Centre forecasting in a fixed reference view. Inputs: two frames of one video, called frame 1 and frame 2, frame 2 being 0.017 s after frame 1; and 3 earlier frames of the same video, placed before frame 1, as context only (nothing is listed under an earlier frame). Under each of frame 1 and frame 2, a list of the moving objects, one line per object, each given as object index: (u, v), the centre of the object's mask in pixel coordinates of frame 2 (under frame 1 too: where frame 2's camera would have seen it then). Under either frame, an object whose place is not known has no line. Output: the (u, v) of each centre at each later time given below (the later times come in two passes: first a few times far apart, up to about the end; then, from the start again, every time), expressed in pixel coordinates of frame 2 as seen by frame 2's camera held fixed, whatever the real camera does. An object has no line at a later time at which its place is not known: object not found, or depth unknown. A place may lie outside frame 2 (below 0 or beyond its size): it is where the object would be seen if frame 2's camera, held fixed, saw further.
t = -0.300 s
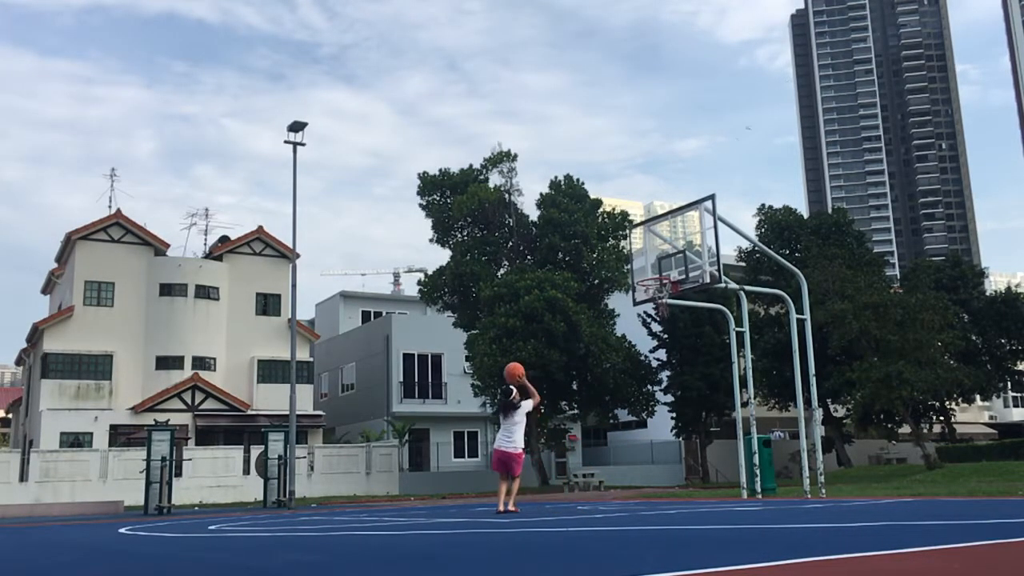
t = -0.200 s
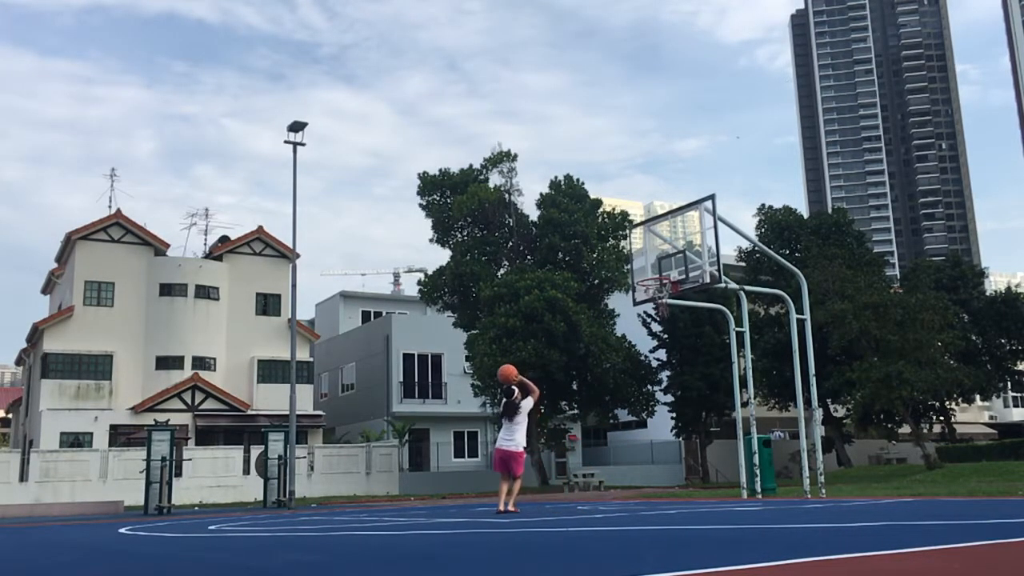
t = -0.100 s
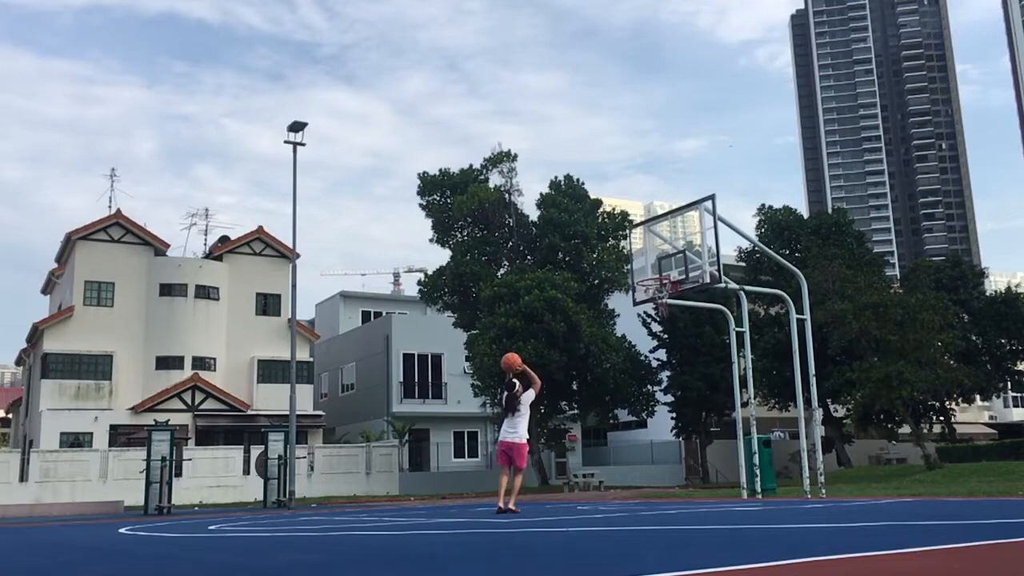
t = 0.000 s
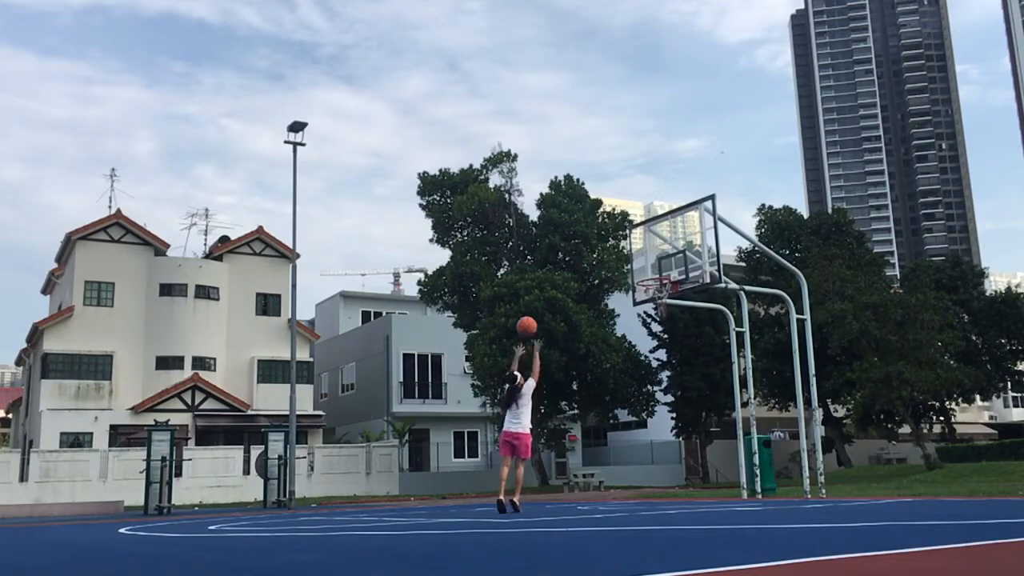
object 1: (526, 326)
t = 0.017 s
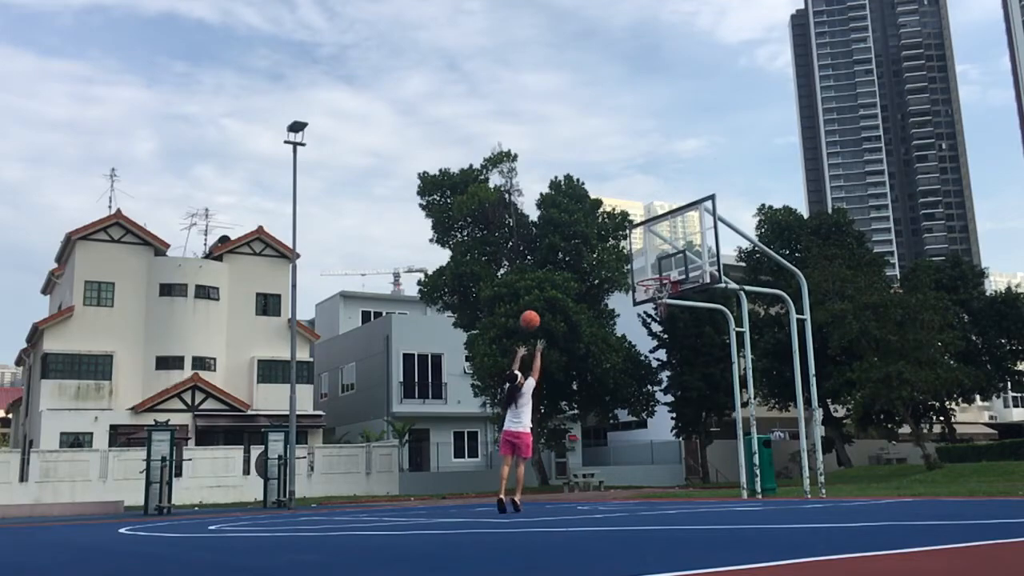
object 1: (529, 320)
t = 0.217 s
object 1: (565, 270)
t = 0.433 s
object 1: (601, 254)
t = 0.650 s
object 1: (634, 271)
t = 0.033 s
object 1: (533, 314)
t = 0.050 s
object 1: (536, 309)
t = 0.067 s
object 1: (539, 304)
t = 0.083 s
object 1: (542, 299)
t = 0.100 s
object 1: (545, 294)
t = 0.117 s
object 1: (548, 290)
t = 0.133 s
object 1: (551, 286)
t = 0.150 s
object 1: (553, 282)
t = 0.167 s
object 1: (557, 279)
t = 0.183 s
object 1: (559, 276)
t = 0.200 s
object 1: (562, 273)
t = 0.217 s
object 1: (565, 270)
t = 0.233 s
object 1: (568, 268)
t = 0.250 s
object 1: (571, 265)
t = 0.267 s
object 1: (573, 264)
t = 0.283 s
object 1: (576, 261)
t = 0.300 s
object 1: (579, 260)
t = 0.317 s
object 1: (581, 259)
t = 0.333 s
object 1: (584, 257)
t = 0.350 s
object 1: (588, 256)
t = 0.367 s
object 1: (590, 255)
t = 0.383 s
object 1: (592, 255)
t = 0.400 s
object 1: (595, 255)
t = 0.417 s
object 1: (598, 254)
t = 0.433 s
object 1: (601, 254)
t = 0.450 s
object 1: (604, 255)
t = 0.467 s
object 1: (606, 254)
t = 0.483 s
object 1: (609, 255)
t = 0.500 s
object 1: (611, 256)
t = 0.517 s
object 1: (614, 256)
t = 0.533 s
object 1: (617, 257)
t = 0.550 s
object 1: (620, 259)
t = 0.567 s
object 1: (622, 261)
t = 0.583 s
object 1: (625, 262)
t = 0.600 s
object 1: (627, 265)
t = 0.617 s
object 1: (629, 267)
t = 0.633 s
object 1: (632, 269)
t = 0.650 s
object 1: (634, 271)
